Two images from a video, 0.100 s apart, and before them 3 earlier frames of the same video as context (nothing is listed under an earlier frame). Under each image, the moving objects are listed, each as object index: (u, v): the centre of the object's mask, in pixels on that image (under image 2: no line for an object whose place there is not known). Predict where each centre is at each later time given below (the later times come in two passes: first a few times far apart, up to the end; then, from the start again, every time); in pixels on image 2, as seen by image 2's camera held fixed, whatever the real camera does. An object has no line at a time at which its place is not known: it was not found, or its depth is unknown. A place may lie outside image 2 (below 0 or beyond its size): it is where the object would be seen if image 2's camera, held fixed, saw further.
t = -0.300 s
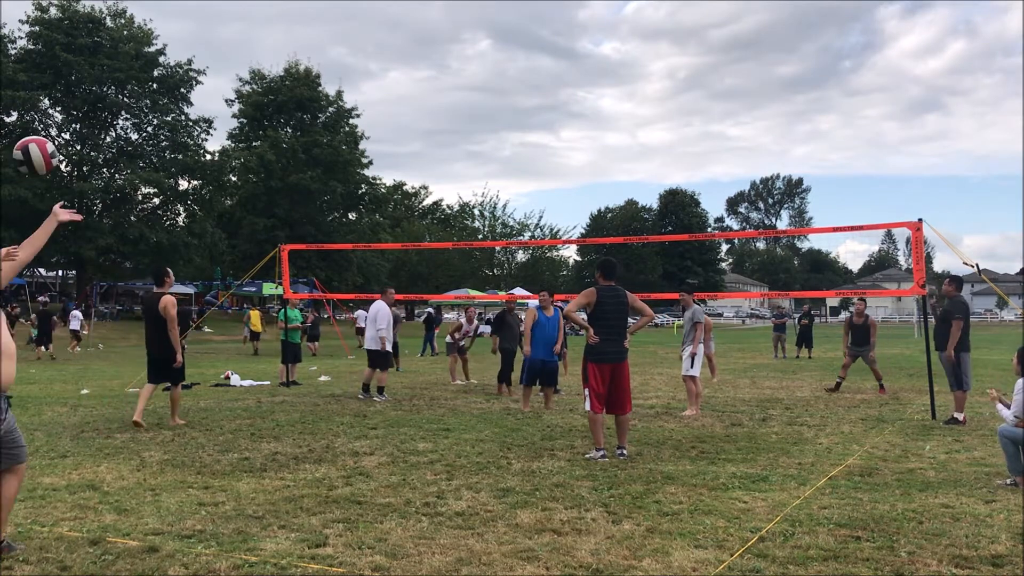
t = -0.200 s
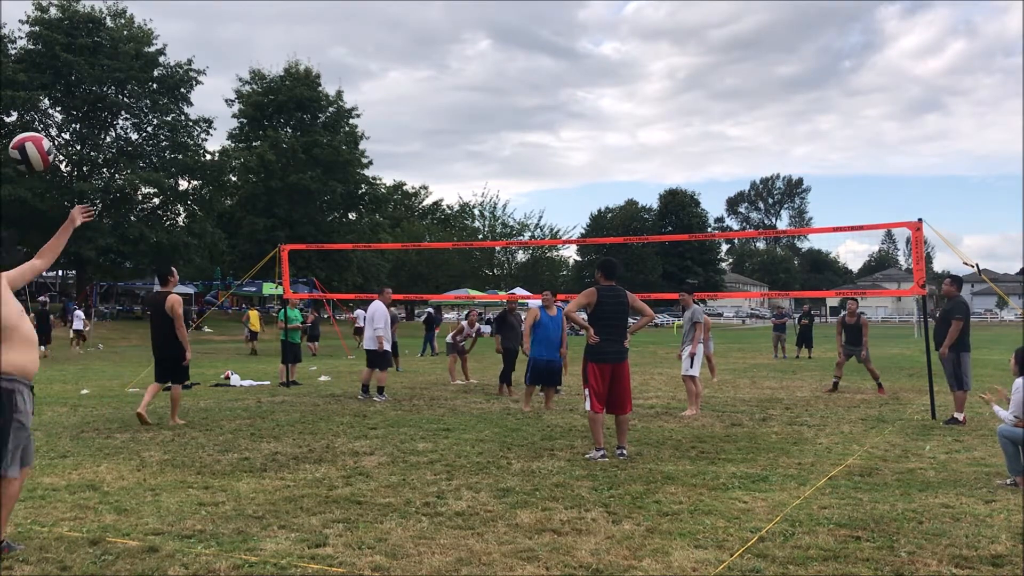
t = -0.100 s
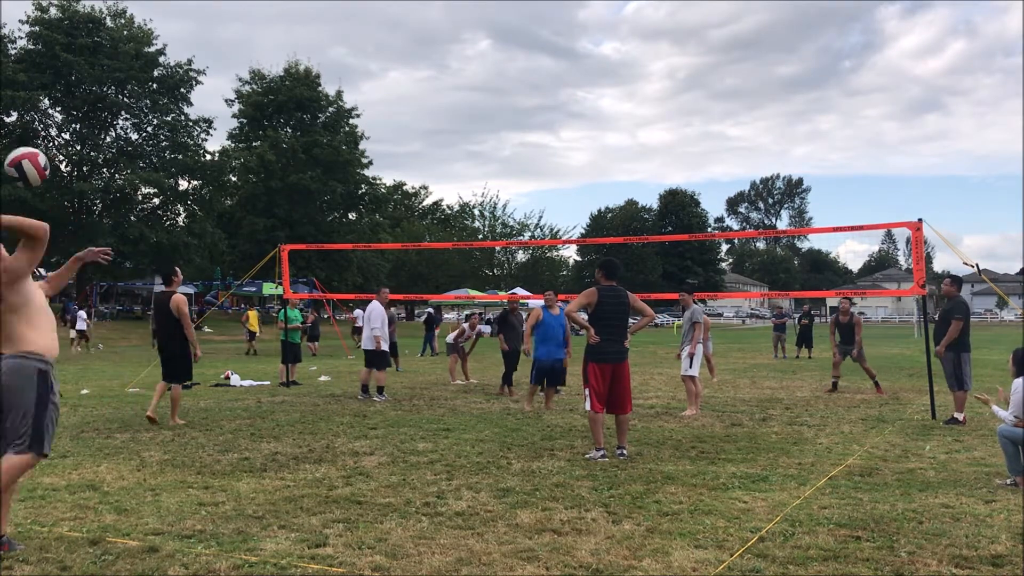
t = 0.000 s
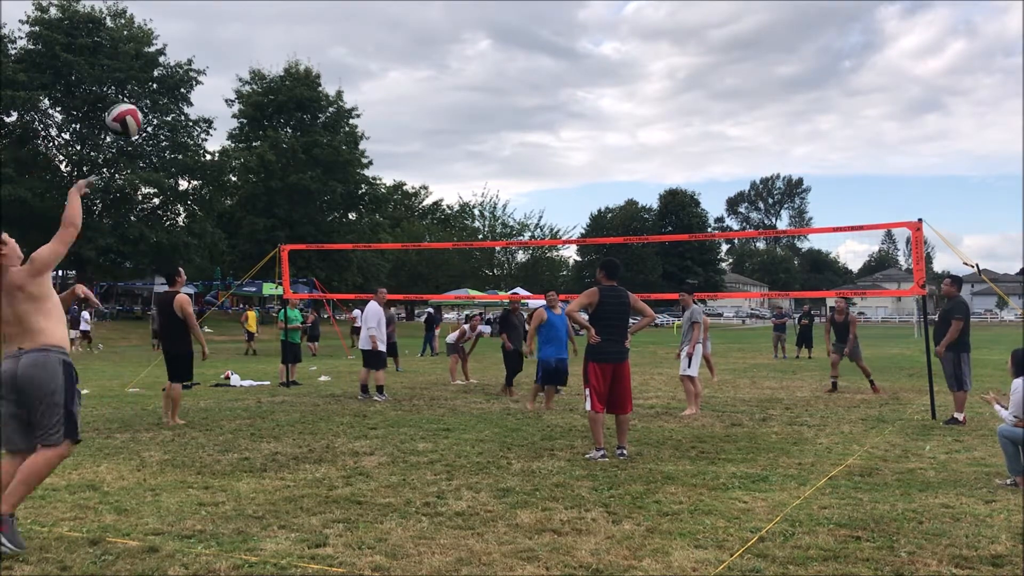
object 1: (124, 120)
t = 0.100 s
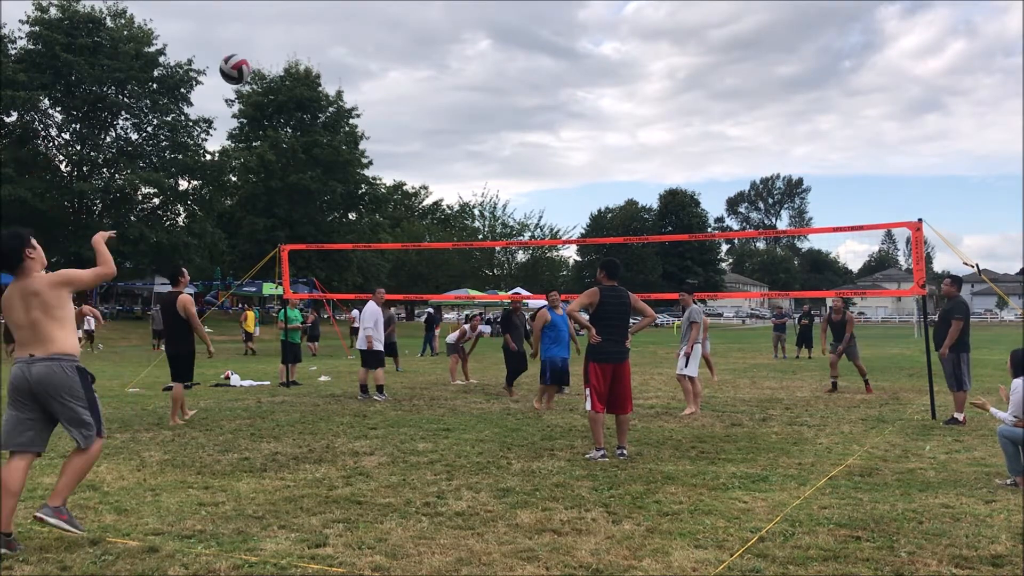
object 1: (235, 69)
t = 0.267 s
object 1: (360, 32)
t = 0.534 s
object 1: (487, 44)
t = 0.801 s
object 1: (569, 101)
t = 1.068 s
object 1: (626, 180)
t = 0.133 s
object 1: (264, 58)
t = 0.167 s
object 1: (291, 49)
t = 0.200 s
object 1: (316, 41)
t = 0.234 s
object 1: (338, 36)
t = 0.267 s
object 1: (360, 32)
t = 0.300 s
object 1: (379, 30)
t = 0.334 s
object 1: (398, 29)
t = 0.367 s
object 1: (415, 29)
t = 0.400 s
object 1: (431, 30)
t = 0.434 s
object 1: (446, 32)
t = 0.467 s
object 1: (460, 35)
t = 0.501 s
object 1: (473, 39)
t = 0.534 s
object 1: (487, 44)
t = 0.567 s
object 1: (499, 49)
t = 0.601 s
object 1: (511, 55)
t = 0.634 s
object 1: (522, 61)
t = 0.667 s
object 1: (532, 69)
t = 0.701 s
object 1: (542, 76)
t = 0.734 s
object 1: (552, 84)
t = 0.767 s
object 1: (561, 93)
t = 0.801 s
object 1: (569, 101)
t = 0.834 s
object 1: (578, 110)
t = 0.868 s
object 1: (586, 120)
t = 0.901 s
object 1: (593, 129)
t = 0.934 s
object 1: (600, 139)
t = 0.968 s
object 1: (607, 149)
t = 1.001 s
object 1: (614, 159)
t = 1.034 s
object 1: (620, 169)
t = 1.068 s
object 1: (626, 180)
